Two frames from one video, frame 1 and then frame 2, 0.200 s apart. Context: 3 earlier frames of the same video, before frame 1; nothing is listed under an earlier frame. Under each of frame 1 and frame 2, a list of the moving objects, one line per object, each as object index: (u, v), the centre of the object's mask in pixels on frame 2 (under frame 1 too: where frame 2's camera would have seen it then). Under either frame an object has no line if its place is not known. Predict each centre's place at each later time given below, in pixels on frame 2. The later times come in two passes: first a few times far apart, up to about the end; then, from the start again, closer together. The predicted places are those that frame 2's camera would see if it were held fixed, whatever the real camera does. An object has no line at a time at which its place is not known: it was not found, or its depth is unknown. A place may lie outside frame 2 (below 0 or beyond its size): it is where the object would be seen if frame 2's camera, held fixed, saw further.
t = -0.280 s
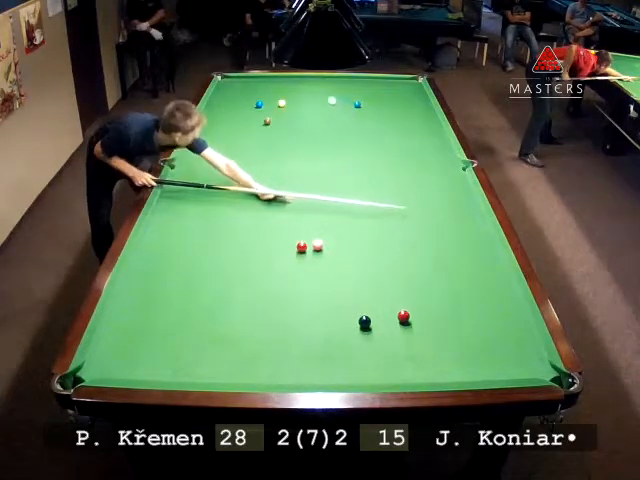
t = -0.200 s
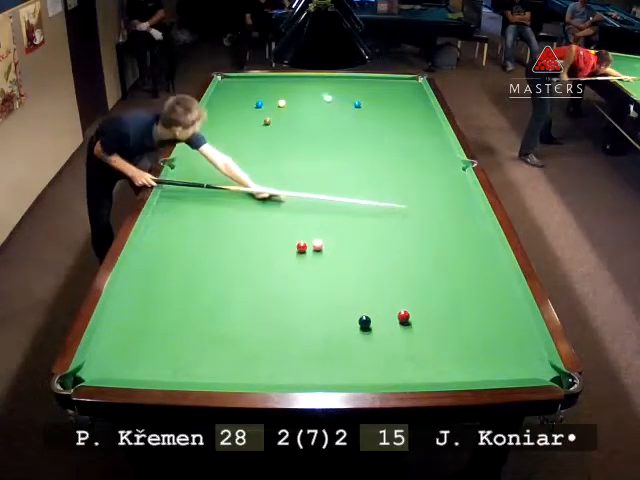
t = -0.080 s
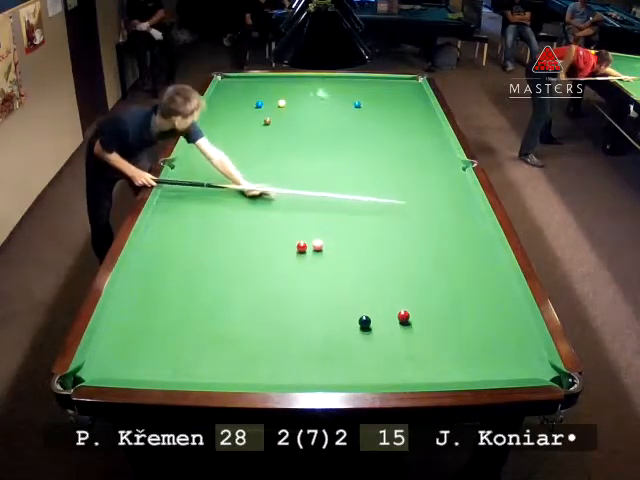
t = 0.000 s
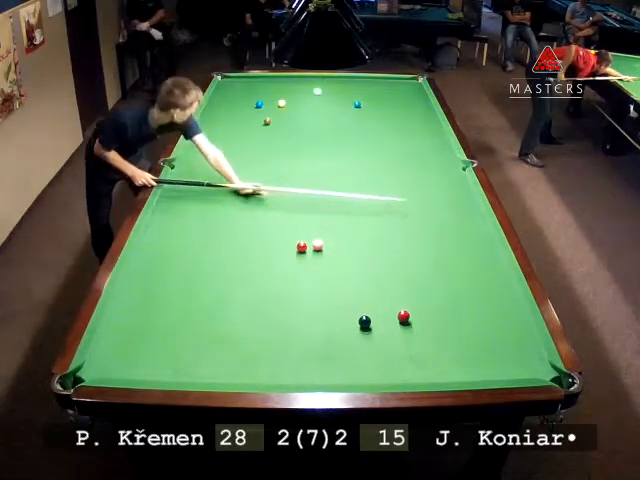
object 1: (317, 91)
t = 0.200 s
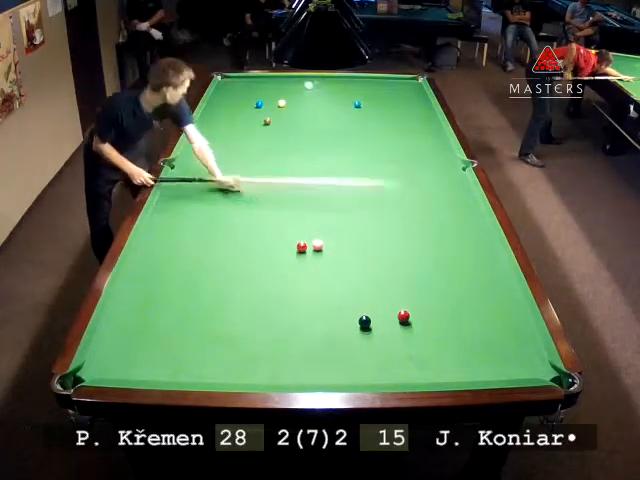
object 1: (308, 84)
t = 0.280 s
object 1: (304, 82)
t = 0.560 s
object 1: (293, 76)
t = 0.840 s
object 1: (281, 81)
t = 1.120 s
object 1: (269, 86)
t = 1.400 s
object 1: (257, 91)
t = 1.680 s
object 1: (246, 97)
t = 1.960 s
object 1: (235, 101)
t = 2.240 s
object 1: (224, 106)
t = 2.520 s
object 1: (214, 111)
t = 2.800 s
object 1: (204, 115)
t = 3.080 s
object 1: (203, 118)
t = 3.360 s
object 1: (205, 121)
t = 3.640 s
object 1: (208, 124)
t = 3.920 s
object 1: (210, 125)
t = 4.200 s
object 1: (213, 127)
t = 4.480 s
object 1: (214, 128)
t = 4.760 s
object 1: (215, 129)
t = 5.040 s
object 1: (216, 129)
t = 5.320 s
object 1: (216, 129)
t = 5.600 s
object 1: (216, 129)
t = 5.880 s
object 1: (217, 129)
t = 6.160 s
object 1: (217, 129)
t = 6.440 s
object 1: (217, 129)
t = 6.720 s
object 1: (217, 129)
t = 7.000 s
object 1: (217, 129)
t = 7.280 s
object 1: (217, 129)
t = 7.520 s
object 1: (217, 129)
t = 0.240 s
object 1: (307, 83)
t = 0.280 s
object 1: (304, 82)
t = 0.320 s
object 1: (303, 81)
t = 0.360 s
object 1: (301, 80)
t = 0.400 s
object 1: (299, 79)
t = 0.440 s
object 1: (298, 78)
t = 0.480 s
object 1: (296, 77)
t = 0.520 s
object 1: (295, 76)
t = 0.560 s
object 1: (293, 76)
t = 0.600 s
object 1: (292, 77)
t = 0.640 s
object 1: (290, 77)
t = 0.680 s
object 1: (288, 78)
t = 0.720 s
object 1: (286, 79)
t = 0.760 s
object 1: (284, 80)
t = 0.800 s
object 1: (283, 81)
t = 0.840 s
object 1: (281, 81)
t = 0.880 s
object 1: (279, 82)
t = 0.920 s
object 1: (278, 83)
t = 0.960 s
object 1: (276, 83)
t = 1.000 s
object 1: (274, 84)
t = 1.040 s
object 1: (272, 85)
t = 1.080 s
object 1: (271, 86)
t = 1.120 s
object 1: (269, 86)
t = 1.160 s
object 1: (268, 87)
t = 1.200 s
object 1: (266, 88)
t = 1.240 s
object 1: (264, 89)
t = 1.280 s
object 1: (263, 89)
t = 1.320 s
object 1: (261, 90)
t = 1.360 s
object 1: (259, 91)
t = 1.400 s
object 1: (257, 91)
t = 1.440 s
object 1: (256, 92)
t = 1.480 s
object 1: (254, 92)
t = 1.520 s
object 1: (253, 93)
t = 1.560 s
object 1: (251, 94)
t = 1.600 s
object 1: (249, 95)
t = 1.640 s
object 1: (248, 96)
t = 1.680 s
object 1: (246, 97)
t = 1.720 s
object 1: (245, 97)
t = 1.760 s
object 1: (243, 98)
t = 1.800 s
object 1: (241, 98)
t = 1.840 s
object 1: (240, 99)
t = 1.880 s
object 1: (238, 100)
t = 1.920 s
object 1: (236, 101)
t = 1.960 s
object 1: (235, 101)
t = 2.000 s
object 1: (234, 102)
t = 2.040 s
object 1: (232, 103)
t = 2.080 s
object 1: (231, 103)
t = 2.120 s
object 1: (229, 104)
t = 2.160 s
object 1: (228, 104)
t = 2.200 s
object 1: (226, 105)
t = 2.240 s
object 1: (224, 106)
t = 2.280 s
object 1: (223, 107)
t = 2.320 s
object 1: (221, 107)
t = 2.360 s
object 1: (220, 108)
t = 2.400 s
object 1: (218, 109)
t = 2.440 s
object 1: (217, 109)
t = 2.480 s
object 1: (215, 110)
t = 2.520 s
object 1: (214, 111)
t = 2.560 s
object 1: (213, 112)
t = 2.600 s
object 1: (211, 112)
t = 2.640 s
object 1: (210, 113)
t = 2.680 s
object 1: (209, 114)
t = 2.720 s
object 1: (207, 114)
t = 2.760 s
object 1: (206, 115)
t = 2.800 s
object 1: (204, 115)
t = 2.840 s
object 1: (203, 116)
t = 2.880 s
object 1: (202, 116)
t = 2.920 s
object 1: (202, 117)
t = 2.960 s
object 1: (202, 117)
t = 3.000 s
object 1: (203, 118)
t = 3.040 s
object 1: (203, 118)
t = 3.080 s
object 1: (203, 118)
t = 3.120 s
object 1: (204, 119)
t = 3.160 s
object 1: (204, 120)
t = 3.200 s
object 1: (204, 120)
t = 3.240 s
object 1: (205, 120)
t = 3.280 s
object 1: (205, 120)
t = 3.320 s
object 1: (205, 121)
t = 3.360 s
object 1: (205, 121)
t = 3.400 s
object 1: (206, 121)
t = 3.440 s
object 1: (206, 121)
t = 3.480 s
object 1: (207, 122)
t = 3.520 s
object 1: (207, 122)
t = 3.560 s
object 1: (208, 123)
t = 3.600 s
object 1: (208, 123)
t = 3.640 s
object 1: (208, 124)
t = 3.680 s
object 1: (209, 124)
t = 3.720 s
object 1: (209, 124)
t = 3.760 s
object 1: (210, 125)
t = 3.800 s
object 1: (210, 125)
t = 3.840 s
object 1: (210, 125)
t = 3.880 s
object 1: (211, 125)
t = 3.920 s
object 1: (210, 125)
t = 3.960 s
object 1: (211, 125)
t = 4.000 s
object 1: (211, 125)
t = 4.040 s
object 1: (211, 126)
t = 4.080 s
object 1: (212, 126)
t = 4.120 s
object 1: (212, 126)
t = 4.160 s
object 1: (212, 126)
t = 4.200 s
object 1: (213, 127)
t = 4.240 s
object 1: (213, 127)
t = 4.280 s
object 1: (213, 127)
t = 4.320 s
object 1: (213, 127)
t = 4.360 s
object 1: (213, 127)
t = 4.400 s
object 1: (214, 127)
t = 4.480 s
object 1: (214, 128)
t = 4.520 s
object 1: (214, 128)
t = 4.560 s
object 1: (214, 128)
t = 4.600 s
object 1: (214, 128)
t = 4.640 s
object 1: (215, 128)
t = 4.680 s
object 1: (215, 128)
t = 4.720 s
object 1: (215, 128)
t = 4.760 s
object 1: (215, 129)
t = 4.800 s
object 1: (215, 129)
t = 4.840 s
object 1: (216, 129)
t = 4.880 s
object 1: (216, 129)
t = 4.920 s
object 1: (216, 129)
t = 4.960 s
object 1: (216, 129)
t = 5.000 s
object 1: (216, 129)
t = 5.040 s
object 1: (216, 129)
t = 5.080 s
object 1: (216, 129)
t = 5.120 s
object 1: (216, 129)
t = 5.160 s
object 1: (216, 129)
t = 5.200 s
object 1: (216, 129)
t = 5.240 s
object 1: (216, 129)
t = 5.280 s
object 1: (216, 129)
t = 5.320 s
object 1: (216, 129)
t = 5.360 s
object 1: (216, 129)
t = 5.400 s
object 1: (216, 129)
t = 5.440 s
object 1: (216, 129)
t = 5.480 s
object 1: (216, 129)
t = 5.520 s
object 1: (216, 129)
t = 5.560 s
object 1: (216, 129)
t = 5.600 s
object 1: (216, 129)
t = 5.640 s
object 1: (216, 129)
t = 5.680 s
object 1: (216, 129)
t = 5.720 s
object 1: (216, 129)
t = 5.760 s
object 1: (216, 129)
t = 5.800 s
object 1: (217, 129)
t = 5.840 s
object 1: (217, 129)
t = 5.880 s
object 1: (217, 129)
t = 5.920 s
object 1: (217, 129)
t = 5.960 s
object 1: (217, 129)
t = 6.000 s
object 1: (217, 129)
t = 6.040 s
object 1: (217, 129)
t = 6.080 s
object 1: (217, 129)
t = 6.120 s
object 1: (217, 129)
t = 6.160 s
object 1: (217, 129)
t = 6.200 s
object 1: (217, 129)
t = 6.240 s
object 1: (217, 129)
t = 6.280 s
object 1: (217, 129)
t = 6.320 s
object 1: (217, 129)
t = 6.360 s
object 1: (217, 129)
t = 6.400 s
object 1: (217, 129)
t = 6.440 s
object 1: (217, 129)
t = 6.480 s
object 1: (217, 129)
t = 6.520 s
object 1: (217, 129)
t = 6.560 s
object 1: (217, 129)
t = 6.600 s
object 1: (217, 129)
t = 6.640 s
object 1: (217, 129)
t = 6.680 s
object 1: (217, 129)
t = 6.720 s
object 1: (217, 129)
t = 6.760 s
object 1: (217, 129)
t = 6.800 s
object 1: (217, 129)
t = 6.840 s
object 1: (217, 129)
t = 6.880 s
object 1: (217, 129)
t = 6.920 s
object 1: (217, 129)
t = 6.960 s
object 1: (217, 129)
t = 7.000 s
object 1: (217, 129)
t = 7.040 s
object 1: (217, 129)
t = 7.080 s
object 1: (217, 129)
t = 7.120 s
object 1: (217, 129)
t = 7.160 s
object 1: (217, 129)
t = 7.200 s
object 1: (217, 129)
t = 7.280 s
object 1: (217, 129)
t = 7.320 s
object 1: (217, 129)
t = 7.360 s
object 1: (217, 129)
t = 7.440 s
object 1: (217, 129)
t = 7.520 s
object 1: (217, 129)
